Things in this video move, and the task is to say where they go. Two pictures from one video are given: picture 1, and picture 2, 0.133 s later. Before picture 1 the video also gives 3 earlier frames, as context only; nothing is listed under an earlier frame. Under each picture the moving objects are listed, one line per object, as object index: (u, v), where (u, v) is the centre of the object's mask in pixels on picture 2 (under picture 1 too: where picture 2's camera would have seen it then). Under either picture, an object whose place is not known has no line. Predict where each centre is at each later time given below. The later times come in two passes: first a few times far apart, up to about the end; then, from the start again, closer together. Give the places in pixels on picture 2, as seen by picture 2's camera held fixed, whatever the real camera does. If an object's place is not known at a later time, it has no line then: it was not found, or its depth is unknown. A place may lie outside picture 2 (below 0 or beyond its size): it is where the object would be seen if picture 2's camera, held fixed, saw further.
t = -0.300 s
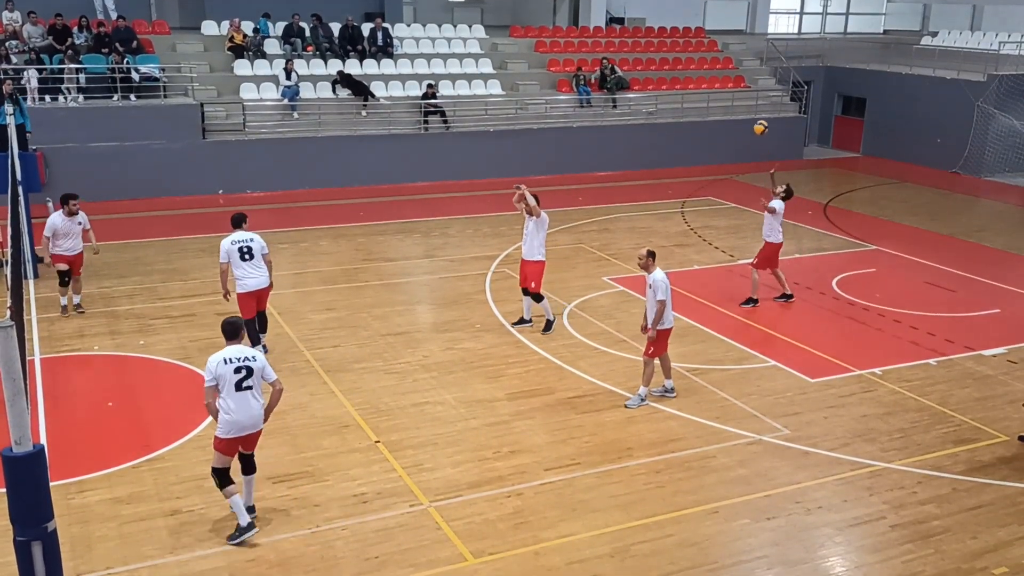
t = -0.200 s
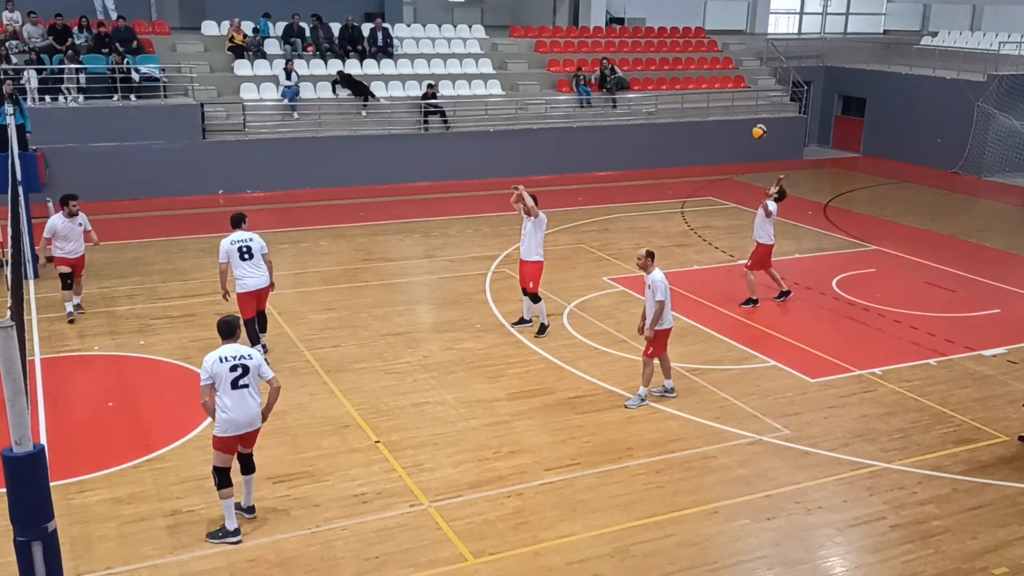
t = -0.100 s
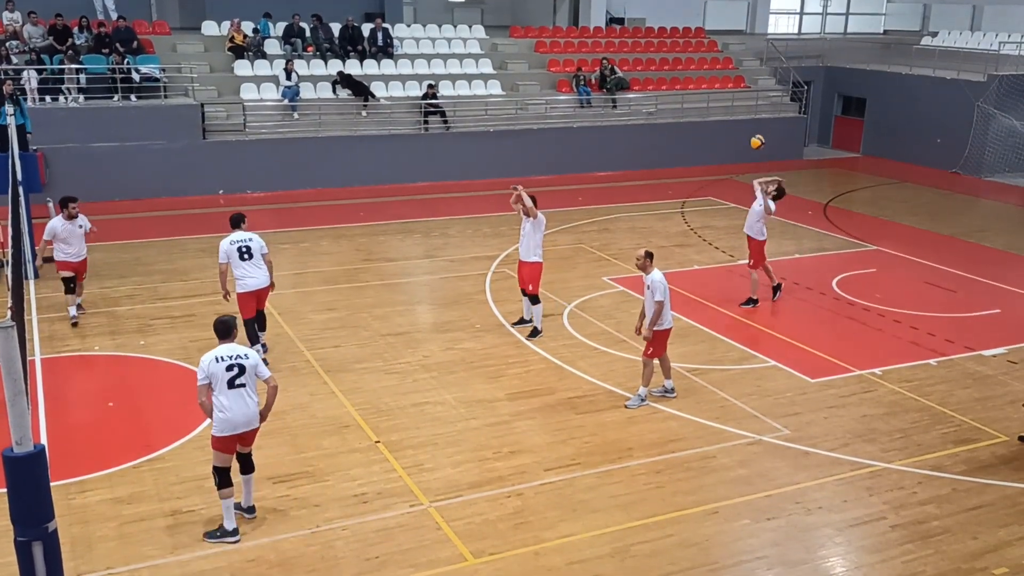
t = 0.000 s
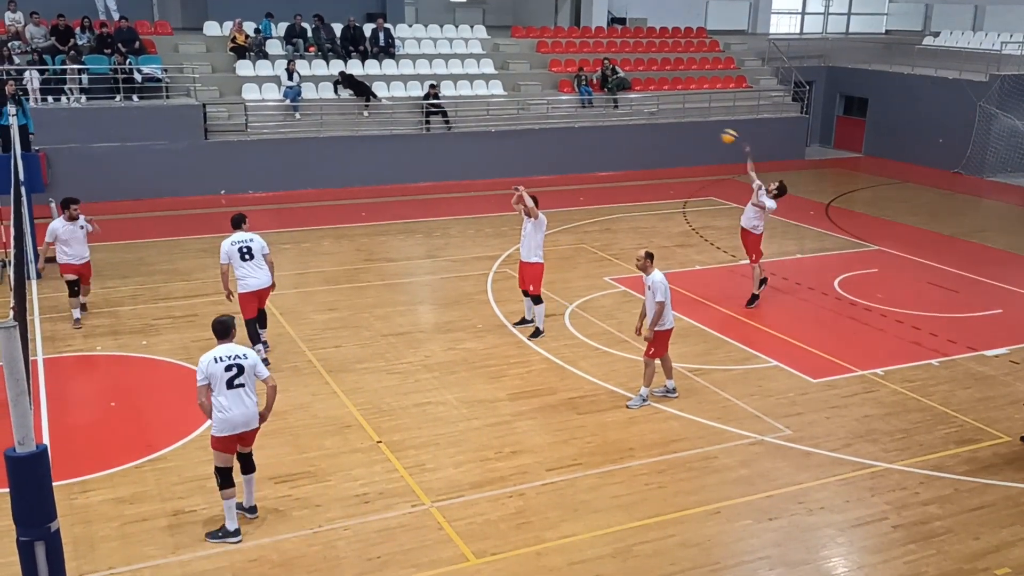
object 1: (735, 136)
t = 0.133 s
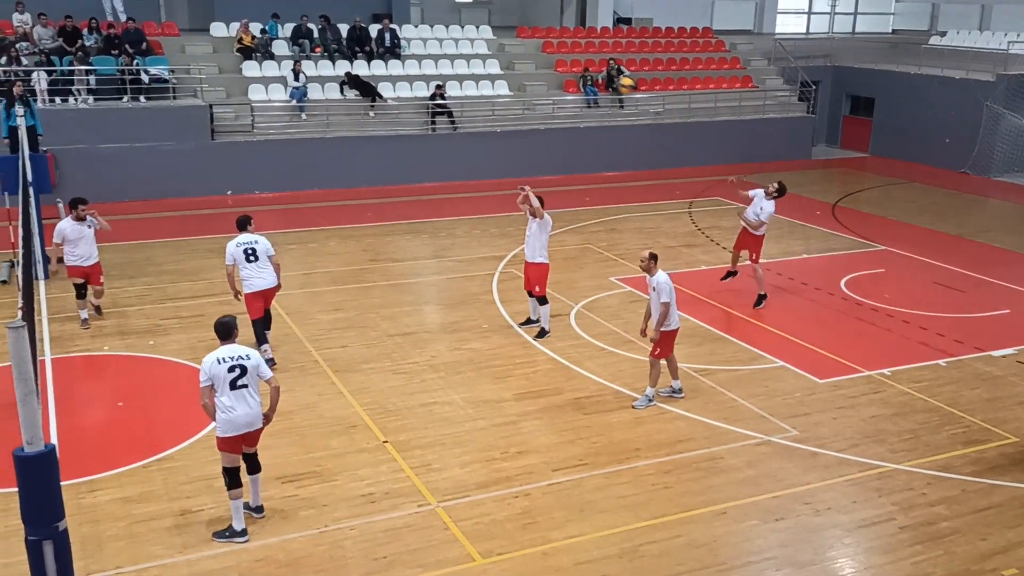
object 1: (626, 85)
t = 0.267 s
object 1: (505, 42)
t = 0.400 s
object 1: (378, 8)
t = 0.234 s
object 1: (536, 51)
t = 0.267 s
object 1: (505, 42)
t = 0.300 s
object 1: (474, 32)
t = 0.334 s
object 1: (442, 24)
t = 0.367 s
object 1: (411, 16)
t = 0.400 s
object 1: (378, 8)
